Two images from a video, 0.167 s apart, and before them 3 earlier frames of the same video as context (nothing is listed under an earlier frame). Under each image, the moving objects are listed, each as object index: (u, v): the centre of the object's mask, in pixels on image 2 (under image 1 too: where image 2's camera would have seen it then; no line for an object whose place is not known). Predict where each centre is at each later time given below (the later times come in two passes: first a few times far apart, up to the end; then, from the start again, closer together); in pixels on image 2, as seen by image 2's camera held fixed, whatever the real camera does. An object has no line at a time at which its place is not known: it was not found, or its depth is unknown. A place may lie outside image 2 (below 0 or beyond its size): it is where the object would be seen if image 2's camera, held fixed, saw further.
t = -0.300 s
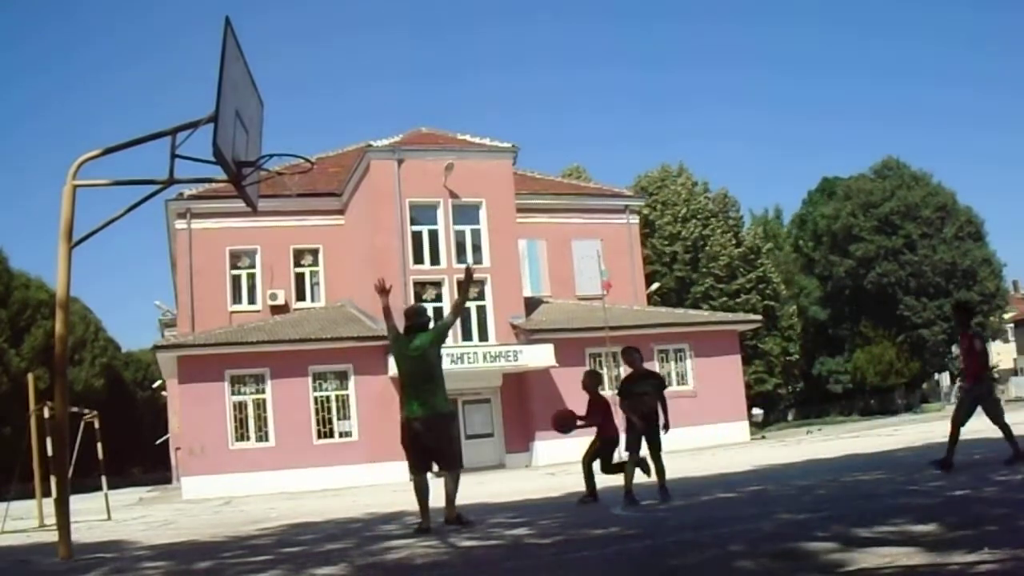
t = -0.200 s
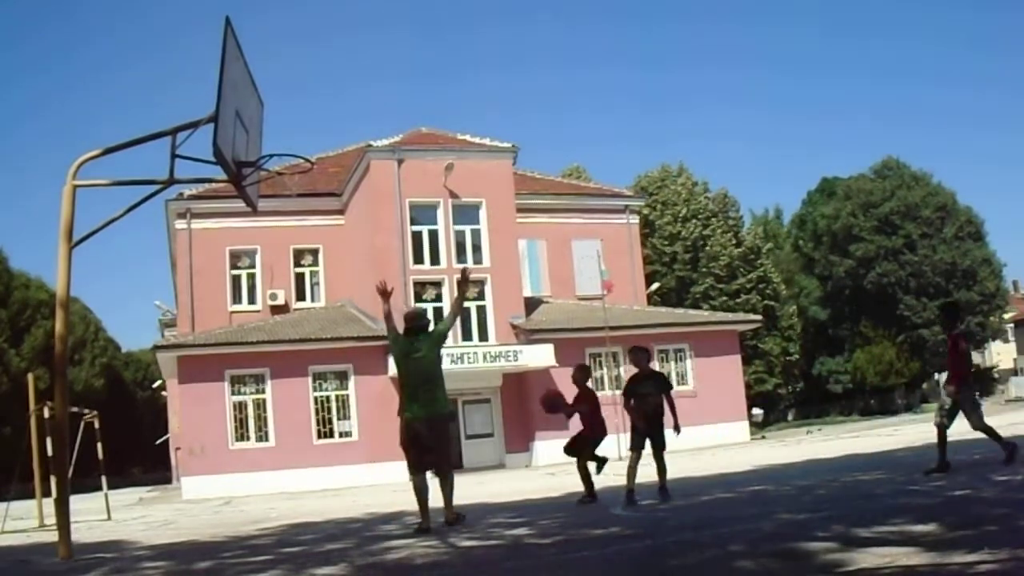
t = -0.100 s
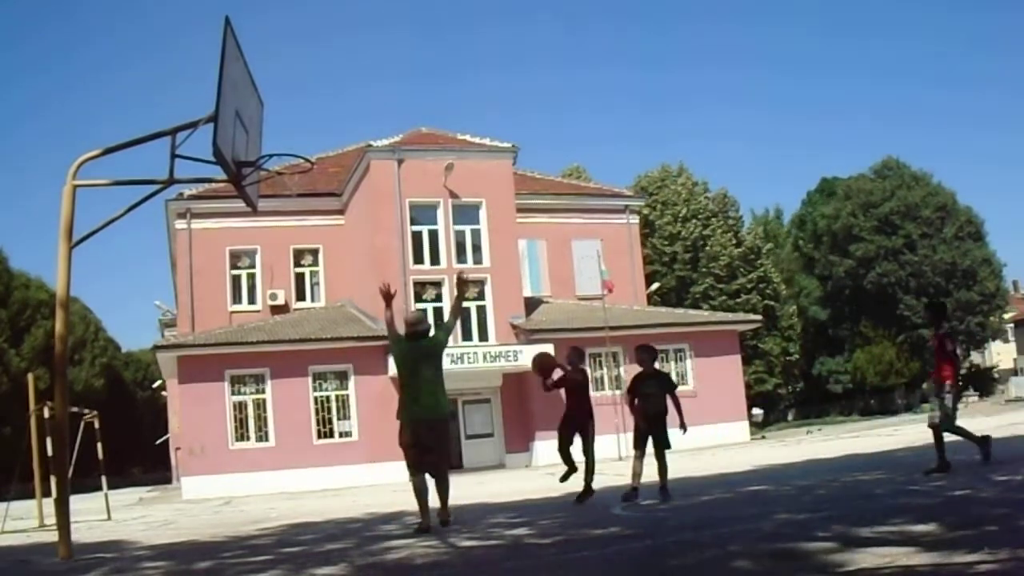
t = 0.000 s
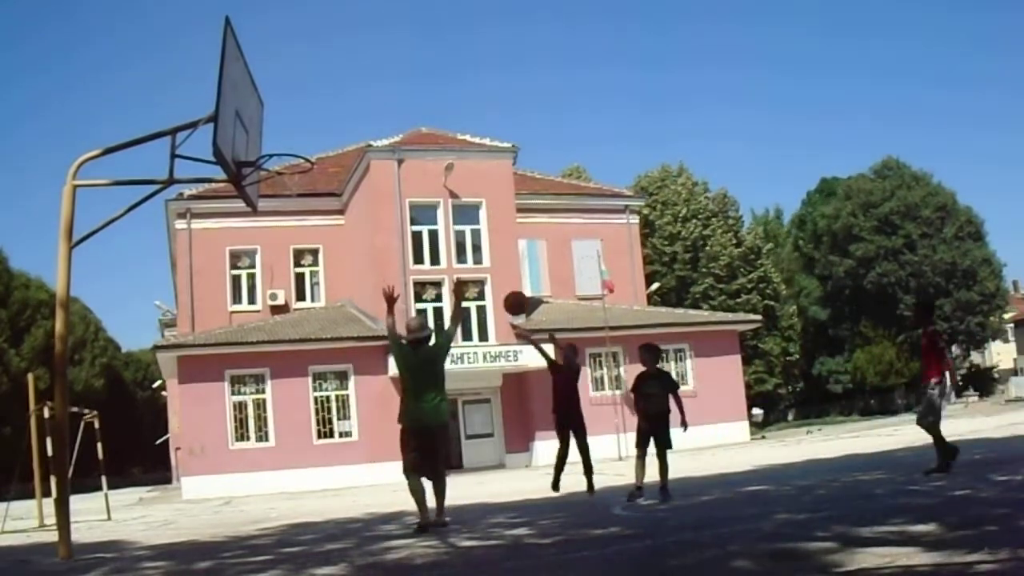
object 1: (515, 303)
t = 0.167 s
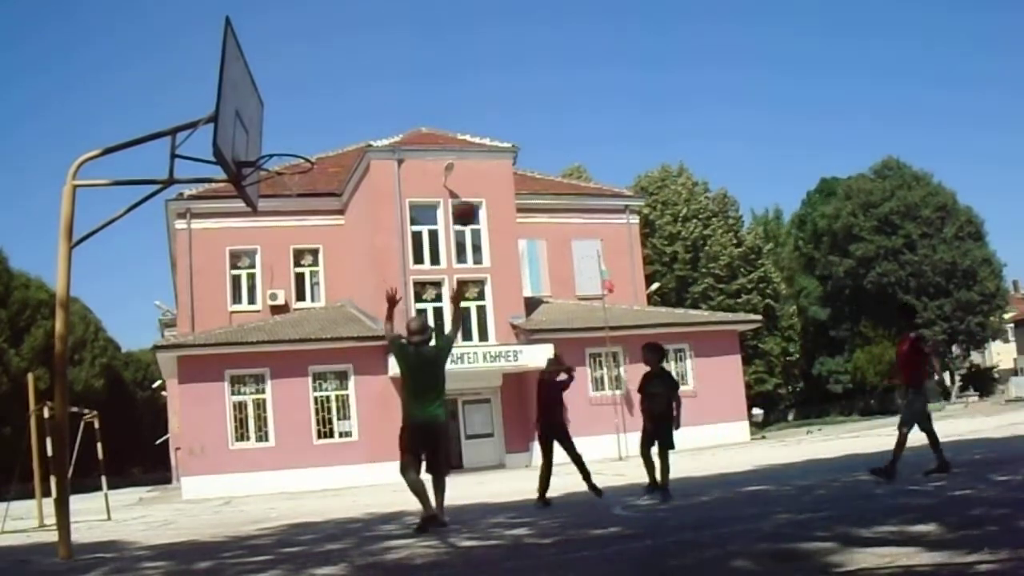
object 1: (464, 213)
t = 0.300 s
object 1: (423, 161)
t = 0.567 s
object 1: (340, 109)
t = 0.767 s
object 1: (275, 120)
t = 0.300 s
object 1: (423, 161)
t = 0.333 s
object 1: (413, 150)
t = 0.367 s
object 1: (402, 141)
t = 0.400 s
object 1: (392, 133)
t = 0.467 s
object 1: (372, 120)
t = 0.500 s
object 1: (361, 115)
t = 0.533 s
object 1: (351, 111)
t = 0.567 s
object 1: (340, 109)
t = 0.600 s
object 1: (330, 107)
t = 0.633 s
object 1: (319, 107)
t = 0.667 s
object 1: (308, 108)
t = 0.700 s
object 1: (297, 111)
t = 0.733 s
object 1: (286, 115)
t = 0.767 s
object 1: (275, 120)
